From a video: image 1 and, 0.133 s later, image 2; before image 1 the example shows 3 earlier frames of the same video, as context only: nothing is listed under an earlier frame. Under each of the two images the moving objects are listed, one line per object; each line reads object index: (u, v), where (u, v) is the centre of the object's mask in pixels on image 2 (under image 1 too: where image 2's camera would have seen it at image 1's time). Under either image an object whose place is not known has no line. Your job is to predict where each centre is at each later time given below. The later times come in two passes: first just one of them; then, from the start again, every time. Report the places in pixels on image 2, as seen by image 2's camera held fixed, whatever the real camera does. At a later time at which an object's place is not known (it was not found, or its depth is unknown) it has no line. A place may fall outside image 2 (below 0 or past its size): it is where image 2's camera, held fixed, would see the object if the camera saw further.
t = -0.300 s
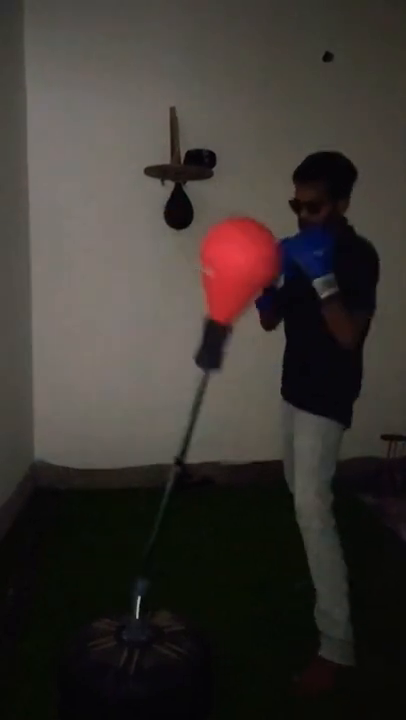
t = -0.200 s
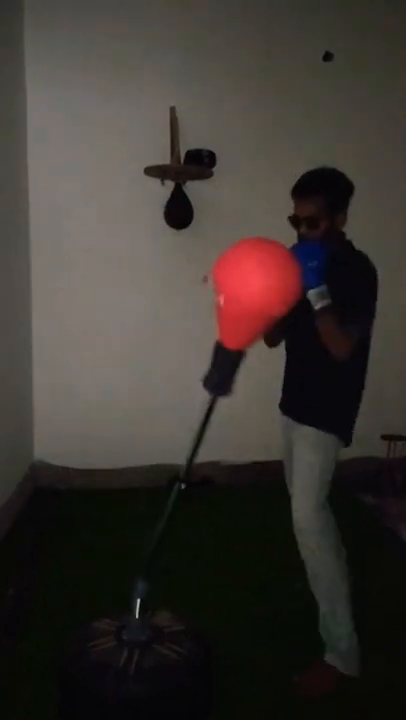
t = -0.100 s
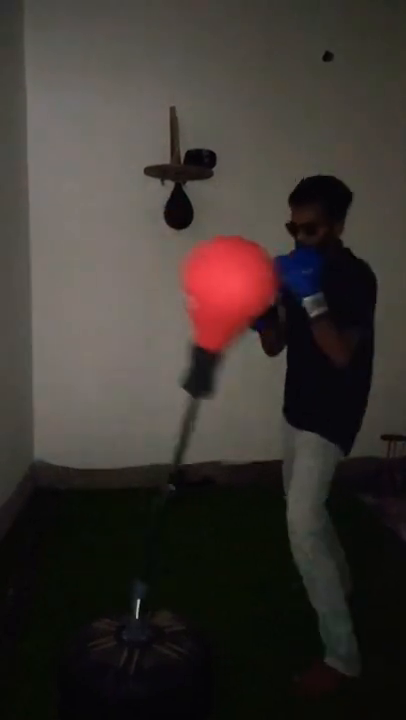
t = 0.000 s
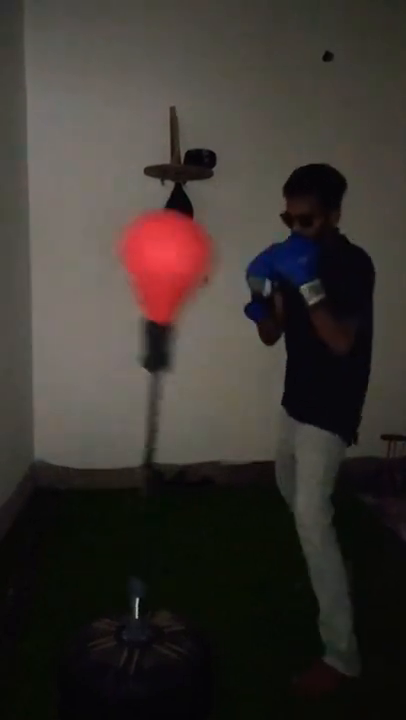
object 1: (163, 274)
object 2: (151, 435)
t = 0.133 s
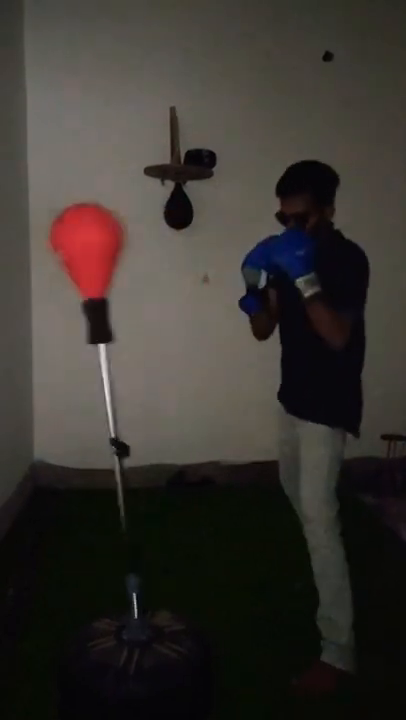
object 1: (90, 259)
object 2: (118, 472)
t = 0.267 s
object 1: (73, 283)
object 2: (112, 480)
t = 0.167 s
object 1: (80, 263)
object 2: (115, 470)
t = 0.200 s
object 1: (75, 270)
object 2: (113, 476)
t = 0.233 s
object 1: (73, 276)
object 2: (112, 480)
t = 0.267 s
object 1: (73, 283)
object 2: (112, 480)
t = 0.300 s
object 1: (74, 289)
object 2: (113, 481)
